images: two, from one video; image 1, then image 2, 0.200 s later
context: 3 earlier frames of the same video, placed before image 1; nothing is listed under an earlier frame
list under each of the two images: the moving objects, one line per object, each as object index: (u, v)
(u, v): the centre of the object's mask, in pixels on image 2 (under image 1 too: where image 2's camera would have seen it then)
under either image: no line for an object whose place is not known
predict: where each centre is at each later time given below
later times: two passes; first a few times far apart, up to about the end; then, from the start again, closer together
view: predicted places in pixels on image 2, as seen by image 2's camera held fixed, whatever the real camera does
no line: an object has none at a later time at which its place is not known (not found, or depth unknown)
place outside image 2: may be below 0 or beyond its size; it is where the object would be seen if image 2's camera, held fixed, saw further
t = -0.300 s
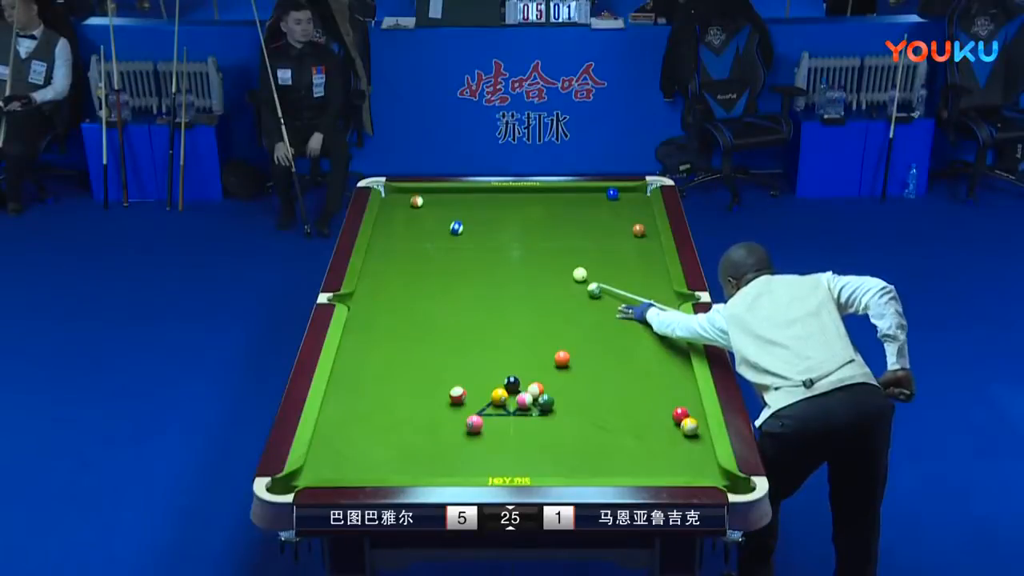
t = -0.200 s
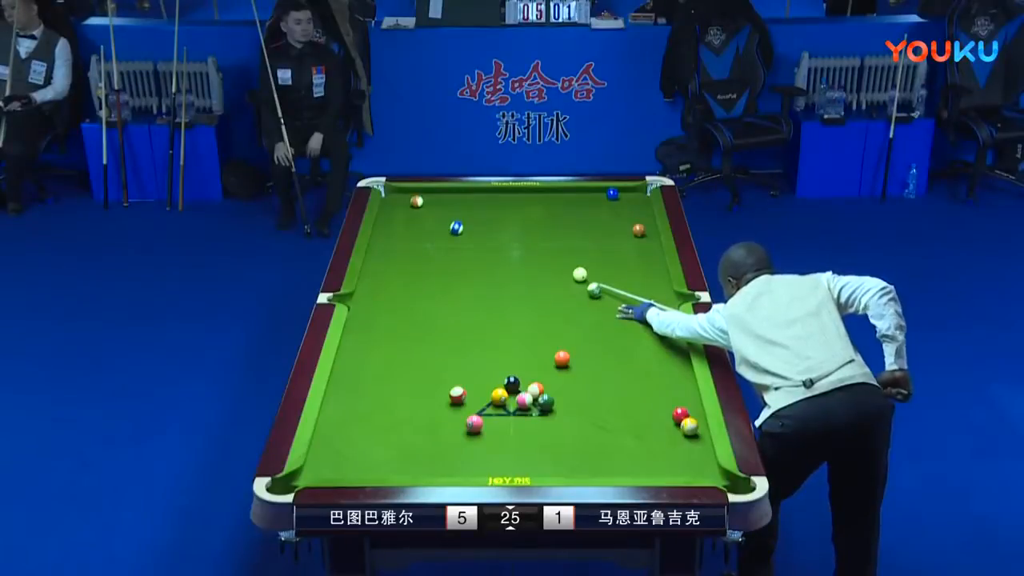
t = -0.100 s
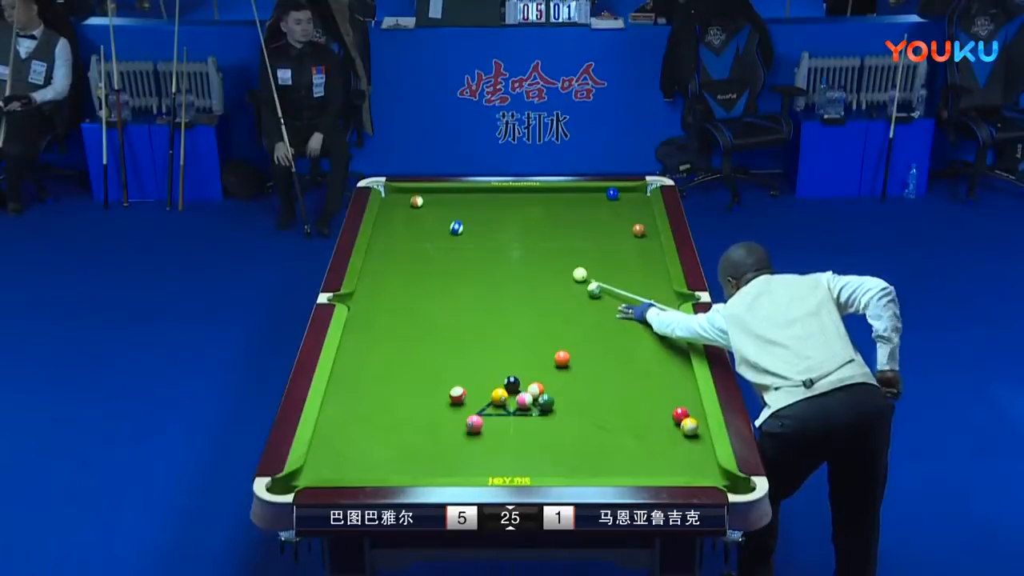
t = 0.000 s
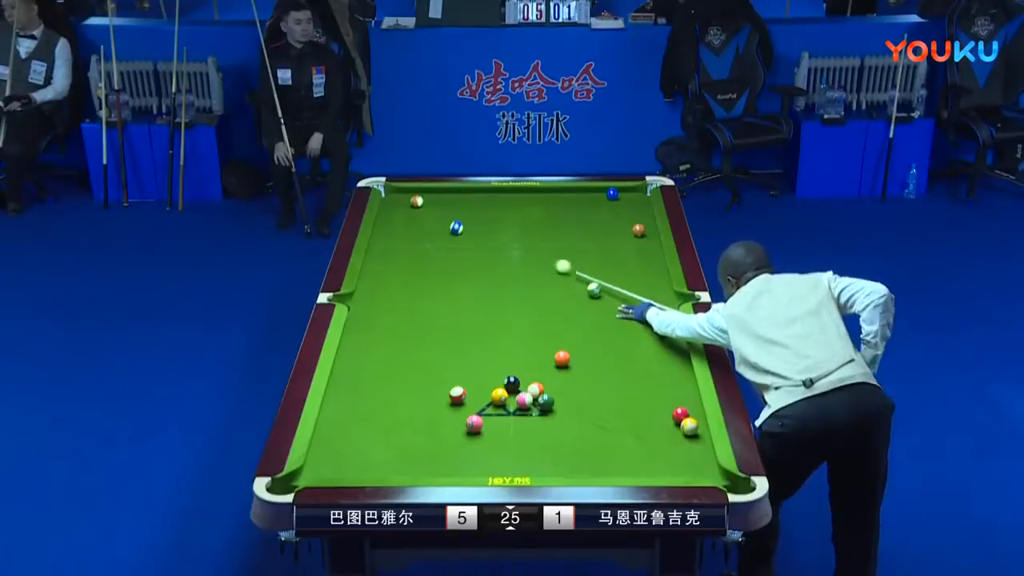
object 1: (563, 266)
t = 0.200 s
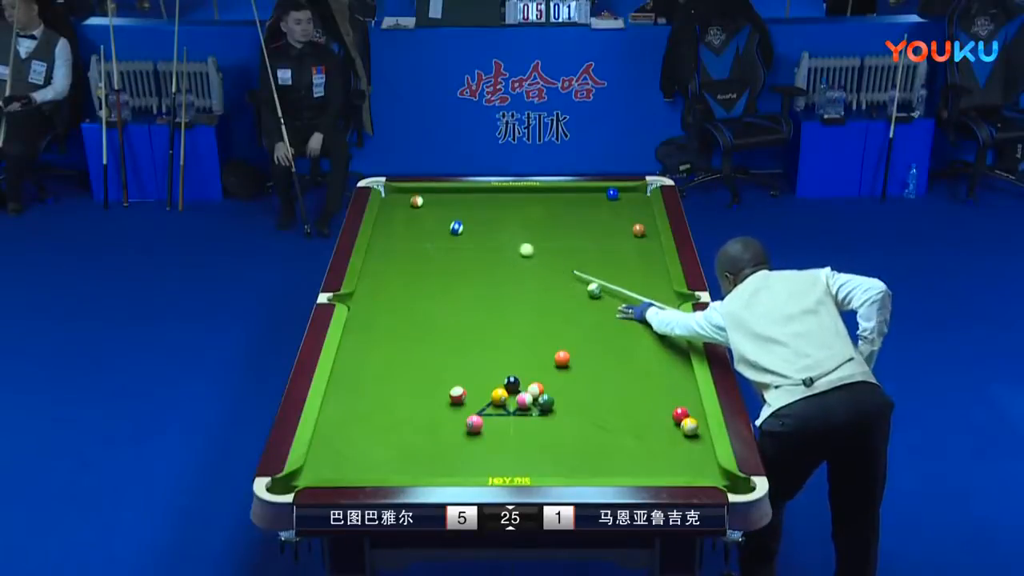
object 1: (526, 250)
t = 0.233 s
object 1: (521, 248)
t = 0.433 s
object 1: (495, 235)
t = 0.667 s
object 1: (467, 222)
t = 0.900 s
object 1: (441, 210)
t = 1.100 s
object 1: (427, 203)
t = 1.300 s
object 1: (427, 199)
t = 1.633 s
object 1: (426, 193)
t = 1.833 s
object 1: (425, 191)
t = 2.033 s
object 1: (424, 193)
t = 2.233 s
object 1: (423, 195)
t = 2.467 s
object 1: (423, 195)
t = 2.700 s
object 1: (422, 197)
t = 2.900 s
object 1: (421, 198)
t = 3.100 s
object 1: (421, 198)
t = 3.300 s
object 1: (421, 199)
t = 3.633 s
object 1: (421, 199)
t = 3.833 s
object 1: (421, 199)
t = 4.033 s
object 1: (421, 199)
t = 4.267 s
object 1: (421, 199)
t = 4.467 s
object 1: (421, 199)
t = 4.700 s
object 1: (421, 199)
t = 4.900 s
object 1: (421, 199)
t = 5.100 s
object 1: (421, 199)
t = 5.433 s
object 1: (421, 199)
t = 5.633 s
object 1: (421, 199)
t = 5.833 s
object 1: (421, 199)
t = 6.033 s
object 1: (421, 199)
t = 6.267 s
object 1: (421, 199)
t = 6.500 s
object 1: (421, 199)
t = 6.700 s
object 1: (421, 199)
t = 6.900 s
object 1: (421, 199)
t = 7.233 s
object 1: (421, 199)
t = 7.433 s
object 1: (421, 199)
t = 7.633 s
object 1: (421, 199)
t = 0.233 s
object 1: (521, 248)
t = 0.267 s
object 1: (517, 245)
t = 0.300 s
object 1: (513, 244)
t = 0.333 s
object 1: (508, 242)
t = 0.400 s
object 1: (500, 238)
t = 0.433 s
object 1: (495, 235)
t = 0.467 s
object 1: (491, 234)
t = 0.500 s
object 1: (487, 232)
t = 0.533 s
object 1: (483, 230)
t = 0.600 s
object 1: (474, 226)
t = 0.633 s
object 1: (471, 224)
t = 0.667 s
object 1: (467, 222)
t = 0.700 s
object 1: (464, 220)
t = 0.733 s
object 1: (459, 217)
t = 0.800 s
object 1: (451, 215)
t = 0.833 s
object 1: (448, 213)
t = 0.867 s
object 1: (444, 211)
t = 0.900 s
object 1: (441, 210)
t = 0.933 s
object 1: (437, 208)
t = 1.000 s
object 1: (430, 205)
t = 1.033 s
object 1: (427, 204)
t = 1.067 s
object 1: (427, 203)
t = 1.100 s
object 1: (427, 203)
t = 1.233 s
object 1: (427, 200)
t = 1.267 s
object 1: (427, 200)
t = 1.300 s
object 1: (427, 199)
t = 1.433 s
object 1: (426, 196)
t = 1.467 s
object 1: (426, 196)
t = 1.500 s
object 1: (426, 195)
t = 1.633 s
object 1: (426, 193)
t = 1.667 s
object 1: (426, 192)
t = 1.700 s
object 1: (425, 192)
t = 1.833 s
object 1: (425, 191)
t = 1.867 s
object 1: (425, 192)
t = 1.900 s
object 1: (425, 192)
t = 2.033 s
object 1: (424, 193)
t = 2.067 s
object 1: (424, 193)
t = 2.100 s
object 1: (424, 193)
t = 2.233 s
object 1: (423, 195)
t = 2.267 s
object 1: (423, 195)
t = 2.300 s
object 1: (423, 194)
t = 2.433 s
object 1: (423, 196)
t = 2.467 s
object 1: (423, 195)
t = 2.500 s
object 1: (422, 196)
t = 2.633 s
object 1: (422, 197)
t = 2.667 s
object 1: (422, 197)
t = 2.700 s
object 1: (422, 197)
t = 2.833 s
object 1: (422, 197)
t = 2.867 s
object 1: (422, 197)
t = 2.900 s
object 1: (421, 198)
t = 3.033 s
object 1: (421, 198)
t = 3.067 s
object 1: (421, 198)
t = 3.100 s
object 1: (421, 198)
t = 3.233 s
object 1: (421, 198)
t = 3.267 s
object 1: (421, 198)
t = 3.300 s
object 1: (421, 199)
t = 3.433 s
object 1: (421, 199)
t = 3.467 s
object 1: (421, 199)
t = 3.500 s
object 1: (421, 199)
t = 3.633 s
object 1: (421, 199)
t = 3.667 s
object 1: (421, 199)
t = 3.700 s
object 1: (421, 199)
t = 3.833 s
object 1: (421, 199)
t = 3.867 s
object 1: (421, 199)
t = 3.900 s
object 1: (421, 199)
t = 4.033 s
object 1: (421, 199)
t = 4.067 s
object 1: (421, 199)
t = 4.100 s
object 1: (421, 199)
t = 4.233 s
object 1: (421, 199)
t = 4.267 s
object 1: (421, 199)
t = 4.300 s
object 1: (421, 199)
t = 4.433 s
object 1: (421, 199)
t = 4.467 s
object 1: (421, 199)
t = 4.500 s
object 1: (421, 199)
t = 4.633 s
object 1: (421, 199)
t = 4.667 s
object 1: (421, 199)
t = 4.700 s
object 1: (421, 199)
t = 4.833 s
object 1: (421, 199)
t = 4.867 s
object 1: (421, 199)
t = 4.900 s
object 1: (421, 199)
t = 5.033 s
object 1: (421, 199)
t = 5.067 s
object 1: (421, 199)
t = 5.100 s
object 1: (421, 199)
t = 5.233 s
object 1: (421, 199)
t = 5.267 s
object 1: (421, 199)
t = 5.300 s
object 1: (421, 199)
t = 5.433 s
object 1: (421, 199)
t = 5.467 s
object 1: (421, 199)
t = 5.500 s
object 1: (421, 199)
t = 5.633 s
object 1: (421, 199)
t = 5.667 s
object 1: (421, 199)
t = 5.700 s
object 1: (421, 199)
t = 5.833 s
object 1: (421, 199)
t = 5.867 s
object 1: (421, 199)
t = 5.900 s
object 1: (421, 199)
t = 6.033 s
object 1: (421, 199)
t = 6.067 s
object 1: (421, 199)
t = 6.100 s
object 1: (421, 199)
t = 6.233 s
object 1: (421, 199)
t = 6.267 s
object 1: (421, 199)
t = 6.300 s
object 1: (421, 199)
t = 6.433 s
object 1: (421, 199)
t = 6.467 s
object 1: (421, 199)
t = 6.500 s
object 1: (421, 199)
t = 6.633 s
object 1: (421, 199)
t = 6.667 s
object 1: (421, 199)
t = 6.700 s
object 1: (421, 199)
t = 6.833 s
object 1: (421, 199)
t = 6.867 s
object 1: (421, 199)
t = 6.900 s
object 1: (421, 199)
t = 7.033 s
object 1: (421, 199)
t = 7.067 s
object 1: (421, 199)
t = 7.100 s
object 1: (421, 199)
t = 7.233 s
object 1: (421, 199)
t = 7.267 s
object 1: (421, 199)
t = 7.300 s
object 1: (421, 199)
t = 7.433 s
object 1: (421, 199)
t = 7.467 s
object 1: (421, 199)
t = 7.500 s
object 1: (421, 199)
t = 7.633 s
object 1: (421, 199)
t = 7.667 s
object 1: (421, 199)
